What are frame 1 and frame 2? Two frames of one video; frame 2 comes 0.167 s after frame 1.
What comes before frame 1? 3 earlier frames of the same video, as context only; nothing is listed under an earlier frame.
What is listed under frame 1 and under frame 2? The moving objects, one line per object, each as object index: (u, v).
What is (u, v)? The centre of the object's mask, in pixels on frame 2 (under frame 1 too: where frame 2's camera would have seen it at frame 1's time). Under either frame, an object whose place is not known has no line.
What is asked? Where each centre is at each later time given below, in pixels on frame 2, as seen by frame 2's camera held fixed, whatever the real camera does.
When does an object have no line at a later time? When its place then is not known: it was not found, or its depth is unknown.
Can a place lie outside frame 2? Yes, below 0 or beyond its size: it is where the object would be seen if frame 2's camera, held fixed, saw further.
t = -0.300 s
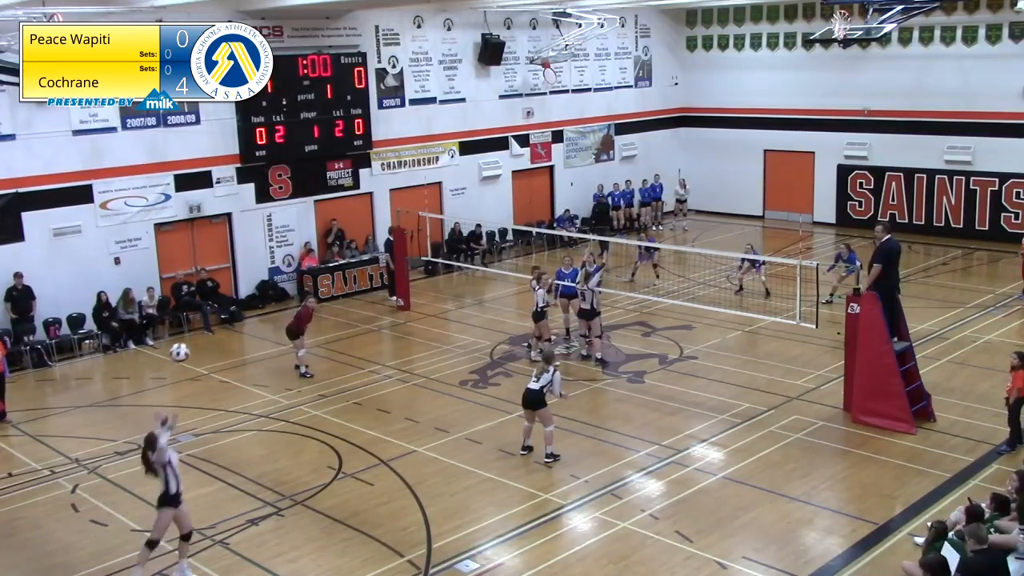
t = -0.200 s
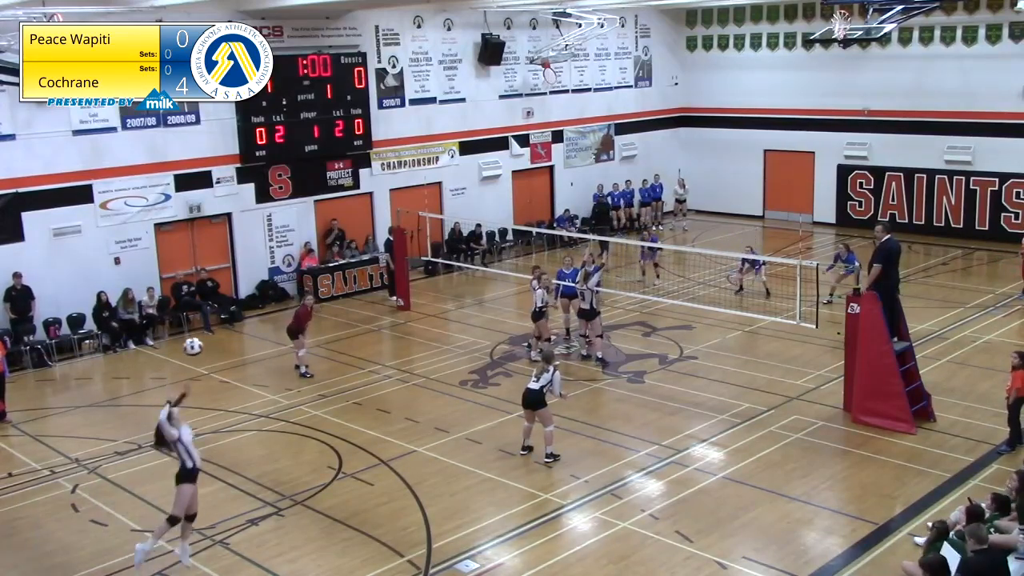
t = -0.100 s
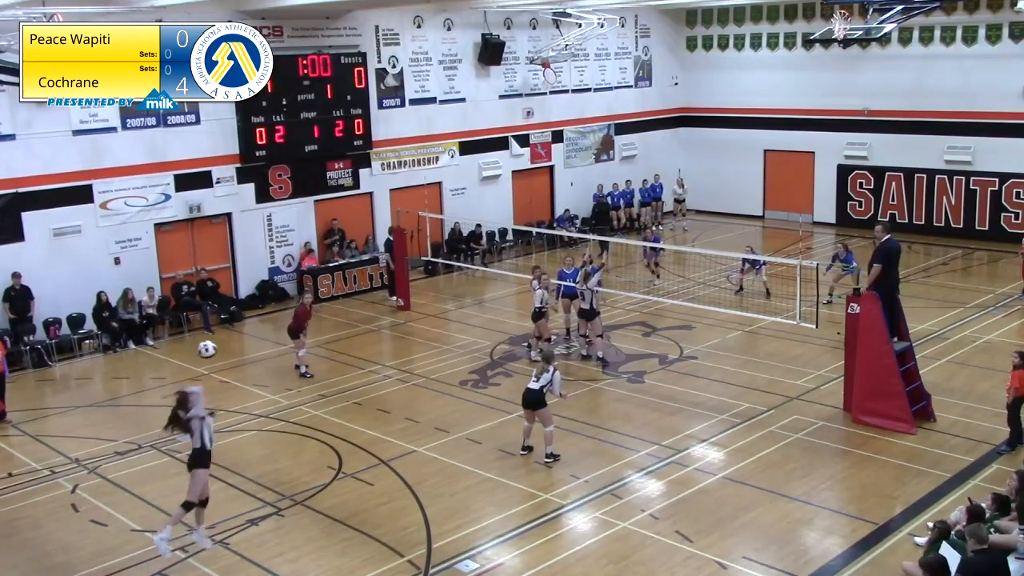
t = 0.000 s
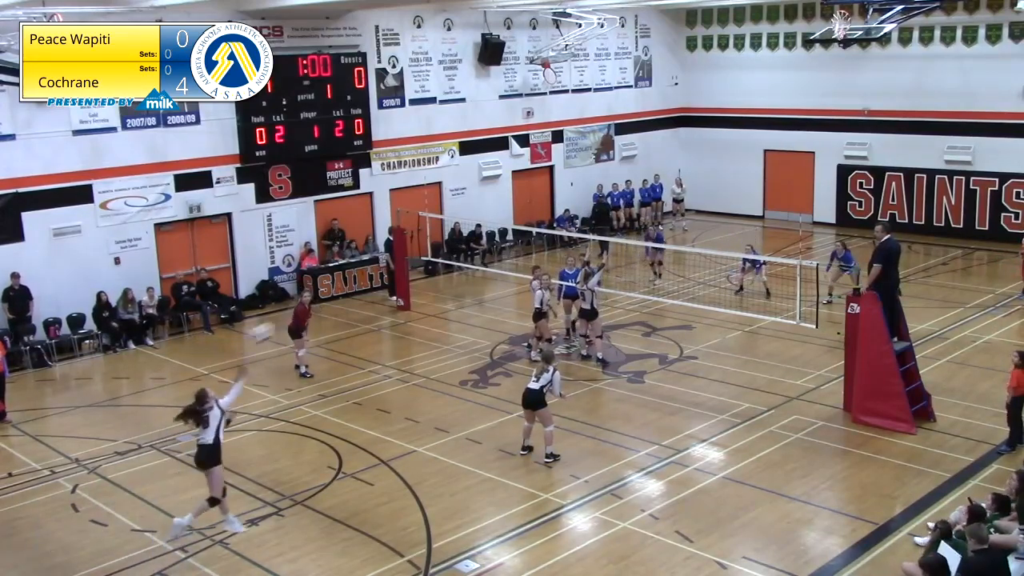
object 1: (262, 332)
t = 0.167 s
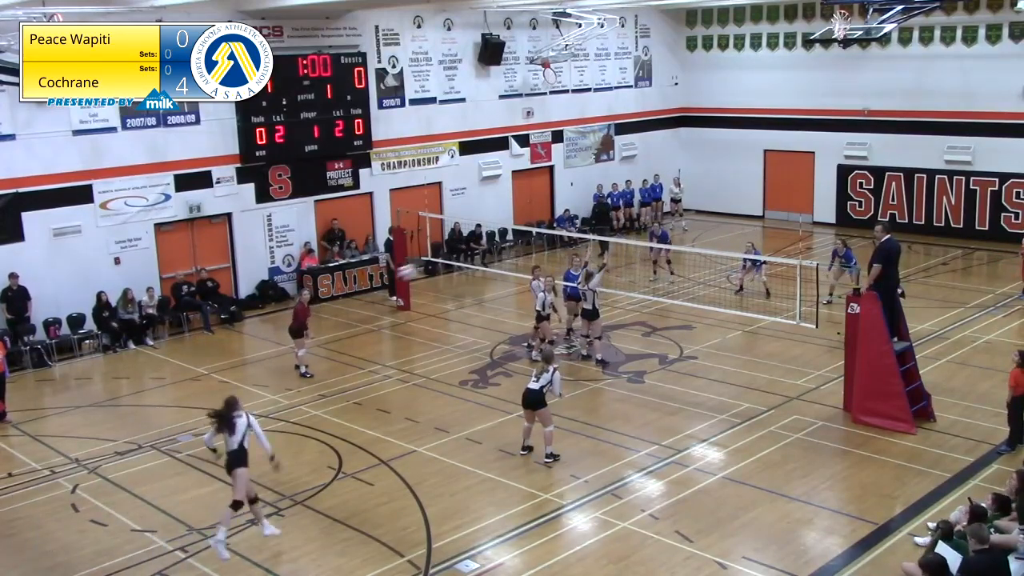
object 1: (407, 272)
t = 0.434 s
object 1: (566, 234)
